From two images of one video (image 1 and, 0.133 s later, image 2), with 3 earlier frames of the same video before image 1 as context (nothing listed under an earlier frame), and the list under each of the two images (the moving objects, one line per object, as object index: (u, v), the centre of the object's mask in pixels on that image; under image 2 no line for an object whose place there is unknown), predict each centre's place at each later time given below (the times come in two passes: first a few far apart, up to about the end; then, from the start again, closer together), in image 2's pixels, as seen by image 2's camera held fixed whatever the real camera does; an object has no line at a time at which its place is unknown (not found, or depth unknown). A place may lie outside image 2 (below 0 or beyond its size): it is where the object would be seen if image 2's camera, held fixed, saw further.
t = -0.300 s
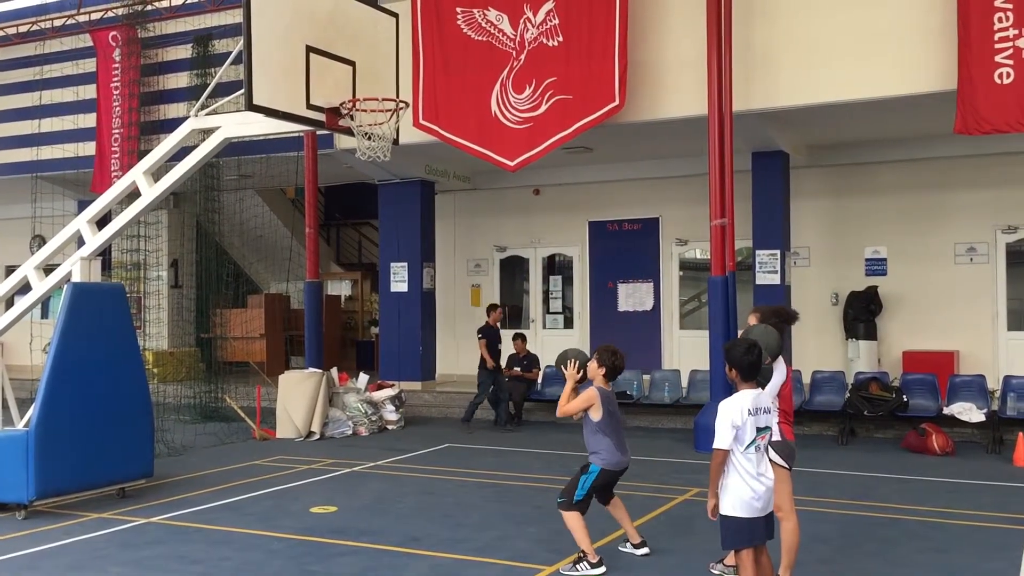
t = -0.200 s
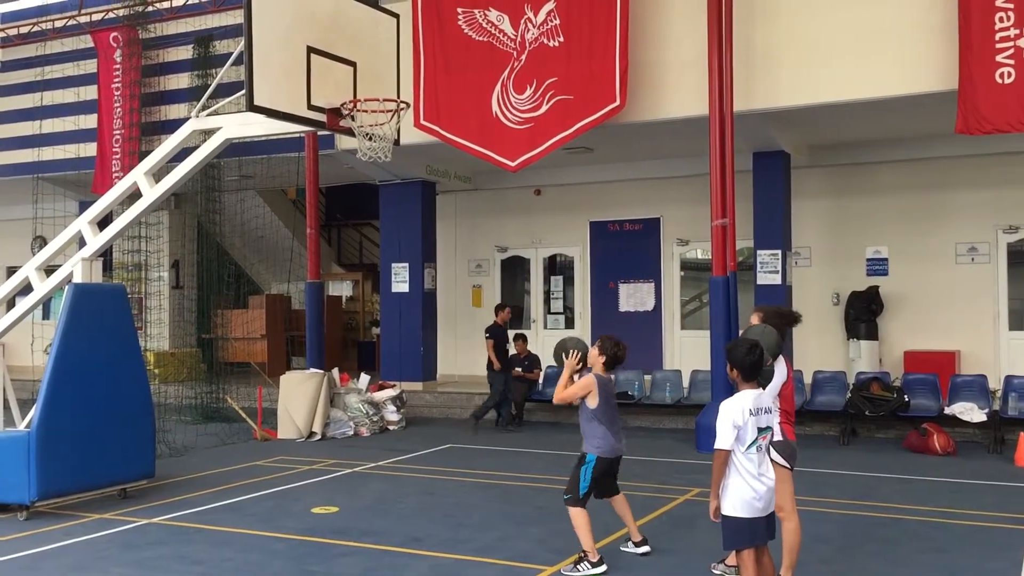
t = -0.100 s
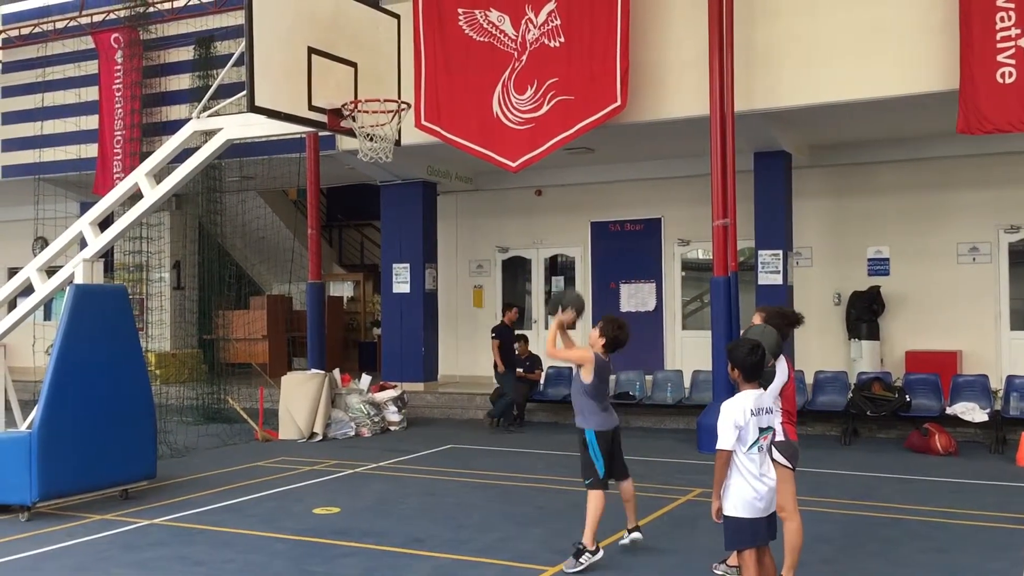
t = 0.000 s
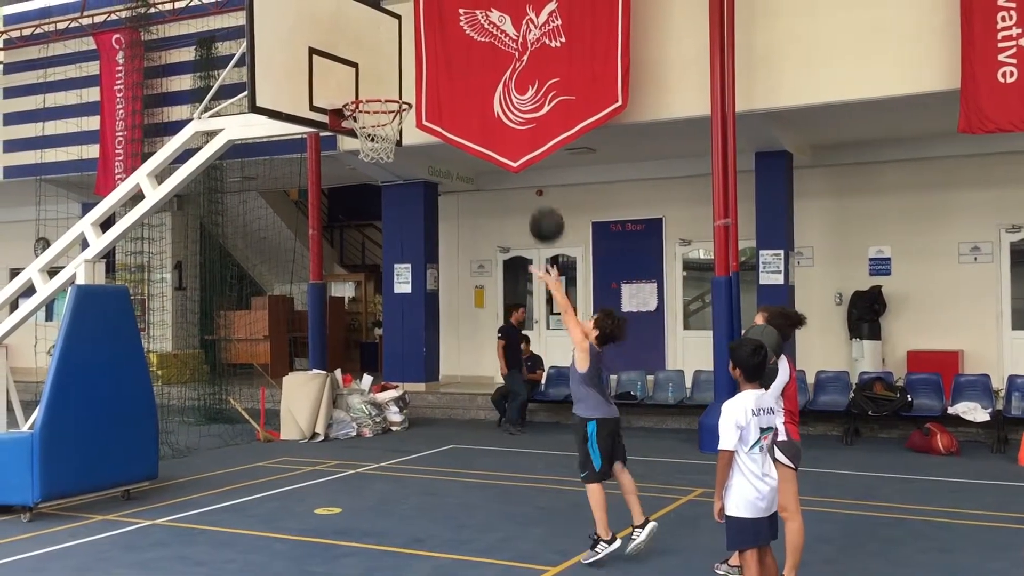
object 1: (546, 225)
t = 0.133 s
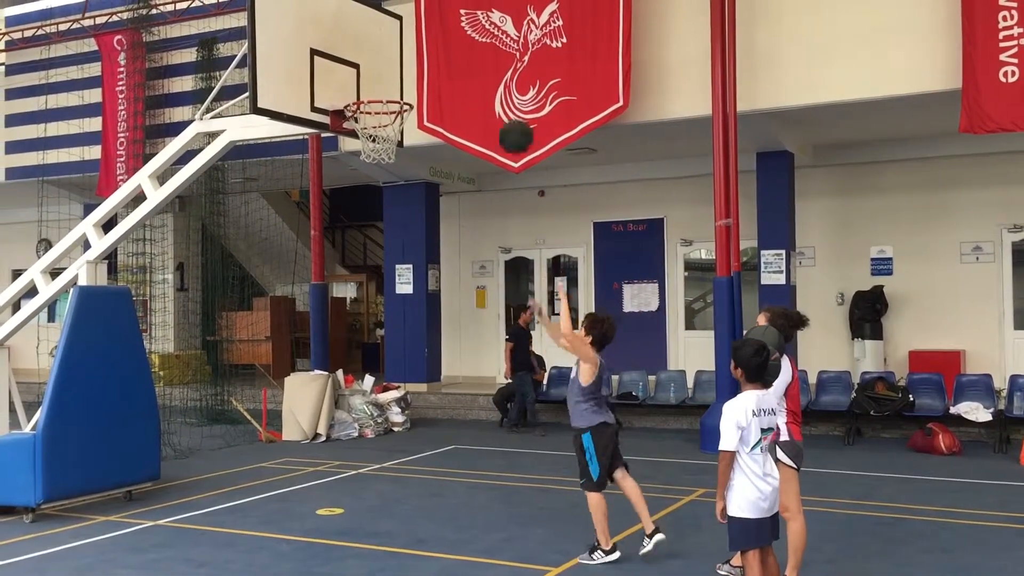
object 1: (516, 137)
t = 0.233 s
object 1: (493, 87)
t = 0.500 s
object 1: (435, 28)
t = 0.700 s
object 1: (394, 48)
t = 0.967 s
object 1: (393, 129)
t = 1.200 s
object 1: (396, 128)
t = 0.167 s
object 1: (508, 119)
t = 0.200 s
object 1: (500, 102)
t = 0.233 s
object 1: (493, 87)
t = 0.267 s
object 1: (485, 75)
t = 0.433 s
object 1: (449, 33)
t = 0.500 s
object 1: (435, 28)
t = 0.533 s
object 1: (428, 27)
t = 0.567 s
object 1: (421, 28)
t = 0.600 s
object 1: (414, 31)
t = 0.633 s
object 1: (407, 35)
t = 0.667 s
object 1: (401, 41)
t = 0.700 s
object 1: (394, 48)
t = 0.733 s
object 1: (388, 56)
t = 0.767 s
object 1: (381, 66)
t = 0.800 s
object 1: (375, 78)
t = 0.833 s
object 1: (368, 88)
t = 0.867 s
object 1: (363, 105)
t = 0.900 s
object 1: (372, 113)
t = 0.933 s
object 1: (383, 120)
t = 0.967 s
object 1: (393, 129)
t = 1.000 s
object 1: (399, 129)
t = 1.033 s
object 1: (400, 128)
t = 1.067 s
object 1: (401, 125)
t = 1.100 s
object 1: (401, 124)
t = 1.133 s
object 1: (400, 123)
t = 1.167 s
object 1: (398, 125)
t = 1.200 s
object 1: (396, 128)
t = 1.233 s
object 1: (393, 130)
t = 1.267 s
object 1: (391, 135)
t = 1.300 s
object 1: (388, 141)
